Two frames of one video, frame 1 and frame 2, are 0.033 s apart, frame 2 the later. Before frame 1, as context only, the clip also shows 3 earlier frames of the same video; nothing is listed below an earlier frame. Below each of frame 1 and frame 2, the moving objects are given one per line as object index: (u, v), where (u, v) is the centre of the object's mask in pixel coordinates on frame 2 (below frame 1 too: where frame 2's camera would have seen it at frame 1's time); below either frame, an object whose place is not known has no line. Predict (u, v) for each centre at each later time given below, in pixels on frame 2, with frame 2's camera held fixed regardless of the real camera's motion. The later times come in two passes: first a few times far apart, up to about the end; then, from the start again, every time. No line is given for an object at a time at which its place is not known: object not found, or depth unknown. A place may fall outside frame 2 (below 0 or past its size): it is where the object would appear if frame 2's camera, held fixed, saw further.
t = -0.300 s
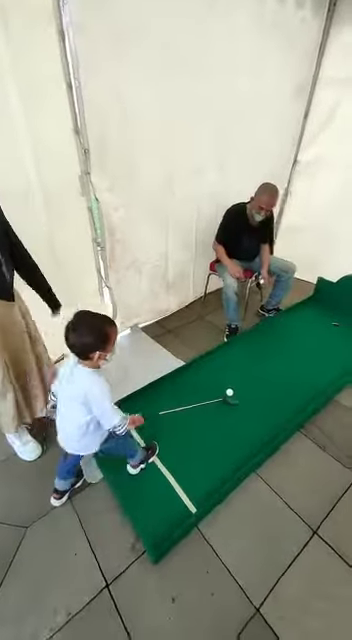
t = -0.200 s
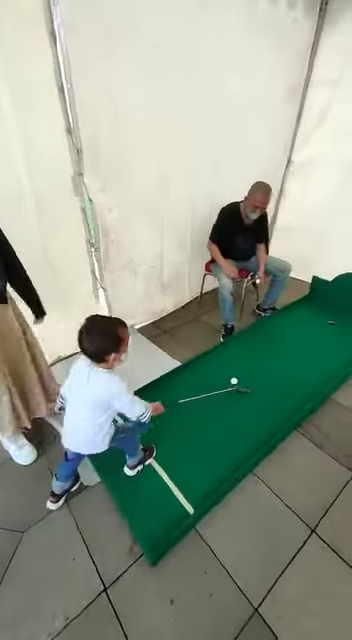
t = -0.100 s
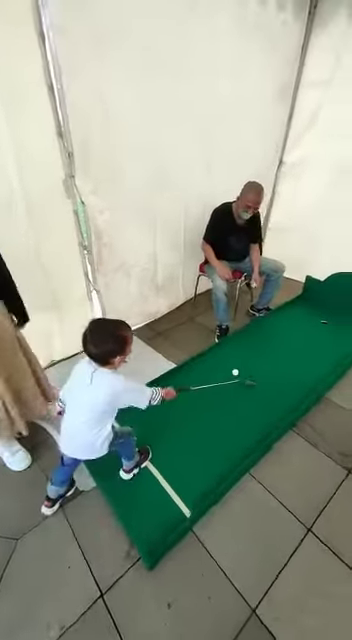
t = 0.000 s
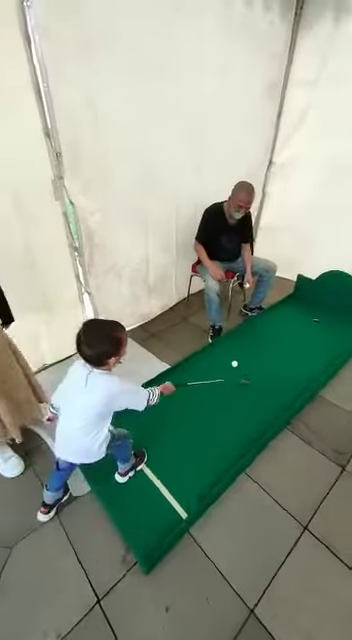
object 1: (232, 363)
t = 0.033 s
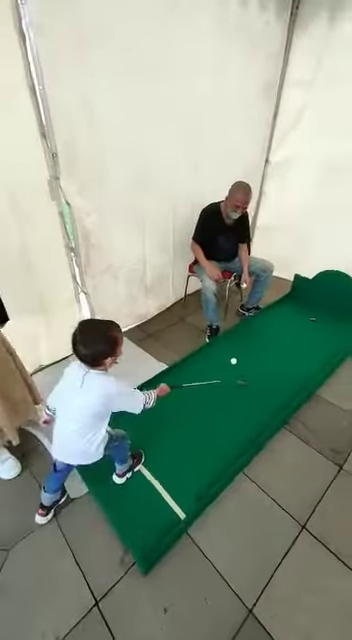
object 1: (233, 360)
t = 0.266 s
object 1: (243, 345)
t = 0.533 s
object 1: (253, 331)
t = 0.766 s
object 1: (260, 321)
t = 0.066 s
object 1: (235, 358)
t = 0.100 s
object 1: (236, 356)
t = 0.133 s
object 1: (238, 354)
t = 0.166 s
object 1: (239, 351)
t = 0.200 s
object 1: (241, 349)
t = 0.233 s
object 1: (242, 347)
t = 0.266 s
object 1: (243, 345)
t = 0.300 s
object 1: (245, 343)
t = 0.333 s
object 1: (246, 341)
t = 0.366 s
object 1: (247, 340)
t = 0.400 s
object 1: (249, 338)
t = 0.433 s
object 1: (250, 336)
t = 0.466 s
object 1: (251, 334)
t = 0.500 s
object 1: (252, 332)
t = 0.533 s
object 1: (253, 331)
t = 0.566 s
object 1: (254, 329)
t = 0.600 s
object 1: (256, 328)
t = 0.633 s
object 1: (257, 326)
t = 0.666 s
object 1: (258, 325)
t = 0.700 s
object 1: (259, 323)
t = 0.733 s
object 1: (260, 322)
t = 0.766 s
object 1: (260, 321)
